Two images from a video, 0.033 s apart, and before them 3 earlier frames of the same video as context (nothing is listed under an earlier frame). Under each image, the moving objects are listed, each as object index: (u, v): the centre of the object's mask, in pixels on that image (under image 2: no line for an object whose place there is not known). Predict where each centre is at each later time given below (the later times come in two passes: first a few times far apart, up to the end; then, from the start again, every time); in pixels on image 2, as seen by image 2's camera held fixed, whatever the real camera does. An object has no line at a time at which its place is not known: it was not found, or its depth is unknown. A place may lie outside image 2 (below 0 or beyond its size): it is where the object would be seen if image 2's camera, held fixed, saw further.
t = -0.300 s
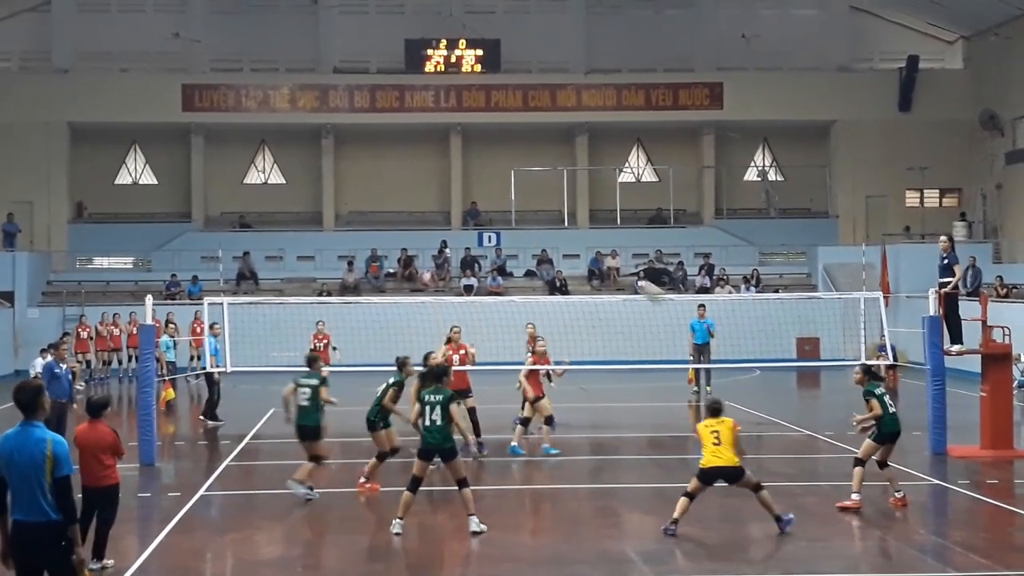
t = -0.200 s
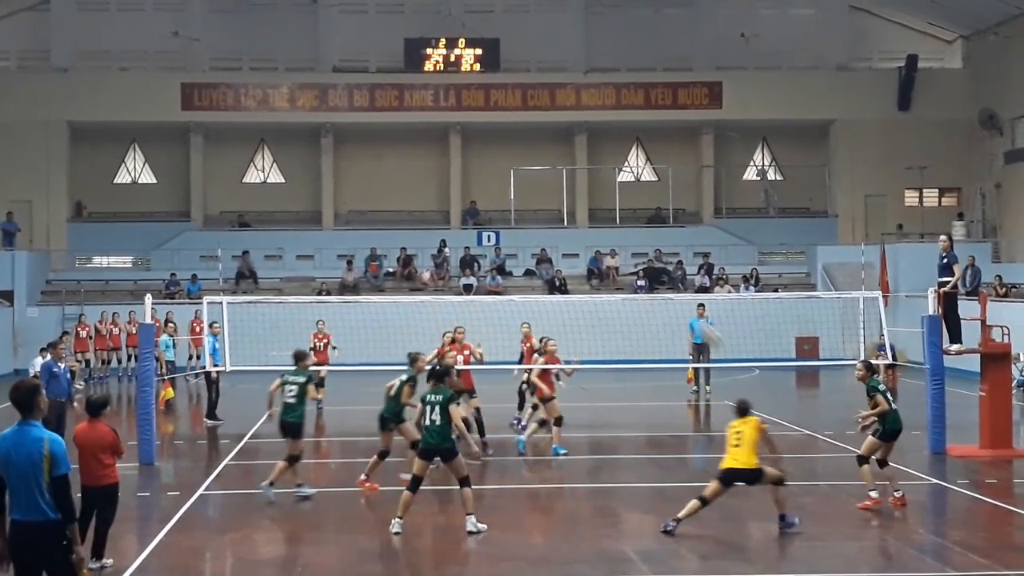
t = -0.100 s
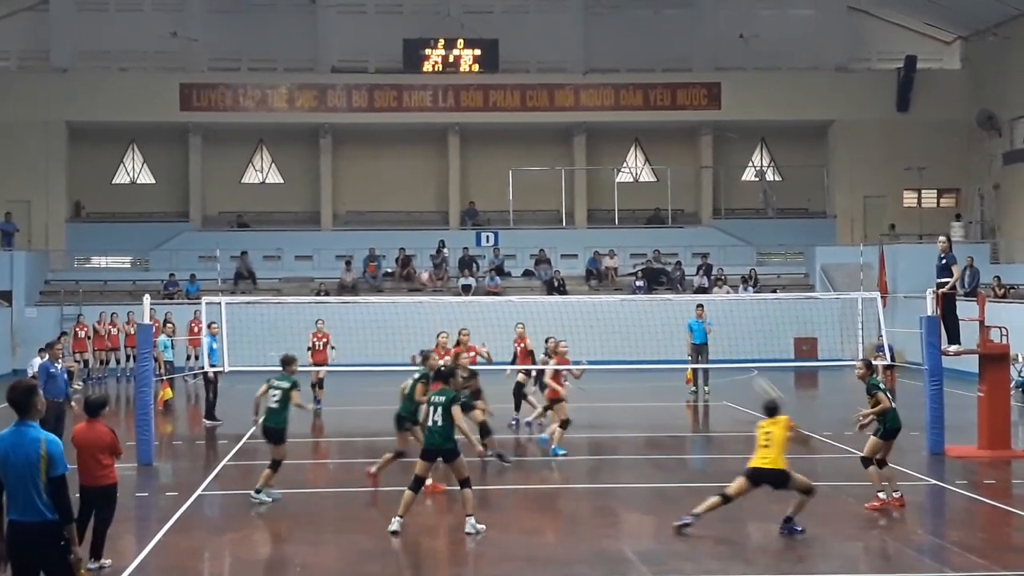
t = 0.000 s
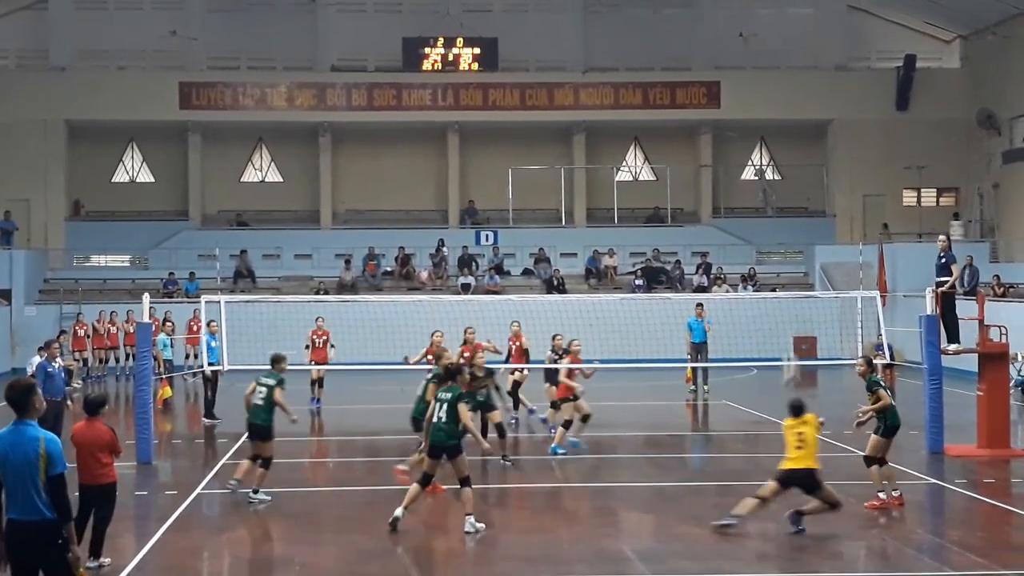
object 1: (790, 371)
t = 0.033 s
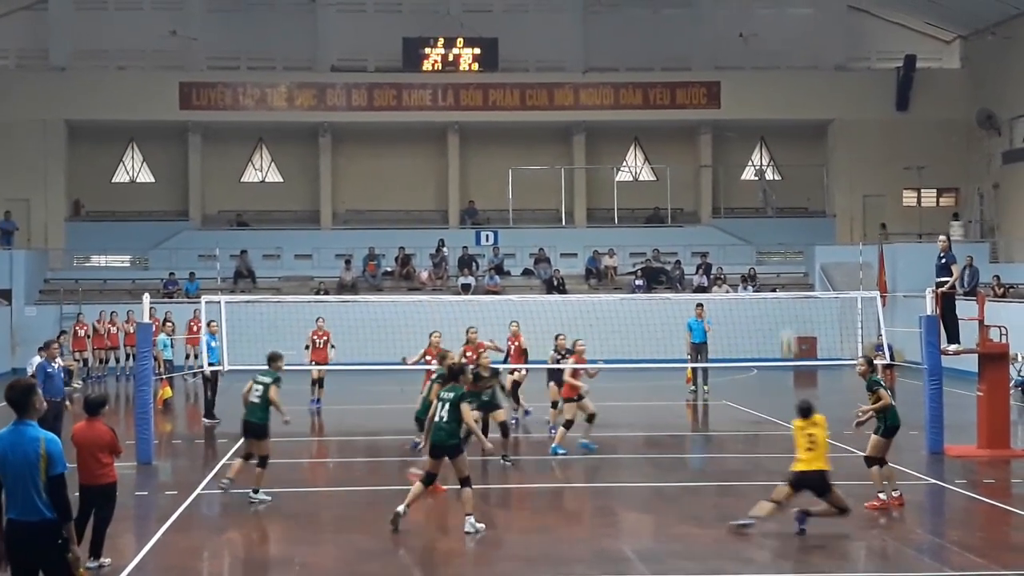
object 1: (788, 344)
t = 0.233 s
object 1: (777, 215)
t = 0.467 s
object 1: (765, 119)
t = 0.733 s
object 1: (752, 73)
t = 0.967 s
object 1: (741, 82)
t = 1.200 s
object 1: (731, 135)
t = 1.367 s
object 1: (723, 200)
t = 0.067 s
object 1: (786, 320)
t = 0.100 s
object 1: (784, 295)
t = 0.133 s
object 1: (780, 273)
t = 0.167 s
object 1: (781, 253)
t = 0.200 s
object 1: (779, 233)
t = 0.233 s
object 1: (777, 215)
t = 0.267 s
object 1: (775, 199)
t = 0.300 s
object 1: (774, 185)
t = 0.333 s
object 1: (774, 167)
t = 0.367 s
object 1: (772, 151)
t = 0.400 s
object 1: (769, 141)
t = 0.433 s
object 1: (767, 129)
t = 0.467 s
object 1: (765, 119)
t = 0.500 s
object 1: (763, 110)
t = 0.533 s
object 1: (762, 102)
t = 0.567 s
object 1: (761, 94)
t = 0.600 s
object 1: (759, 89)
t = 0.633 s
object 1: (757, 83)
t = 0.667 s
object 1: (755, 78)
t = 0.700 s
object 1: (754, 75)
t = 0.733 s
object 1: (752, 73)
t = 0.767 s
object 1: (751, 71)
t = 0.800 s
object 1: (749, 71)
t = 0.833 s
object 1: (748, 71)
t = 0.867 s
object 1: (745, 72)
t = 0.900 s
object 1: (744, 75)
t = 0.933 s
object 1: (743, 78)
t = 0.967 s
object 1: (741, 82)
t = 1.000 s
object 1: (740, 87)
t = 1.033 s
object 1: (738, 92)
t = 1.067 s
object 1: (737, 100)
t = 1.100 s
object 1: (735, 107)
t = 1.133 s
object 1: (733, 115)
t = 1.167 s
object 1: (732, 125)
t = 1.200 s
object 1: (731, 135)
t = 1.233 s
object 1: (729, 146)
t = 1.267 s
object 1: (727, 159)
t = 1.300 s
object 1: (725, 171)
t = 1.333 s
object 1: (724, 185)
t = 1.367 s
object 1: (723, 200)
